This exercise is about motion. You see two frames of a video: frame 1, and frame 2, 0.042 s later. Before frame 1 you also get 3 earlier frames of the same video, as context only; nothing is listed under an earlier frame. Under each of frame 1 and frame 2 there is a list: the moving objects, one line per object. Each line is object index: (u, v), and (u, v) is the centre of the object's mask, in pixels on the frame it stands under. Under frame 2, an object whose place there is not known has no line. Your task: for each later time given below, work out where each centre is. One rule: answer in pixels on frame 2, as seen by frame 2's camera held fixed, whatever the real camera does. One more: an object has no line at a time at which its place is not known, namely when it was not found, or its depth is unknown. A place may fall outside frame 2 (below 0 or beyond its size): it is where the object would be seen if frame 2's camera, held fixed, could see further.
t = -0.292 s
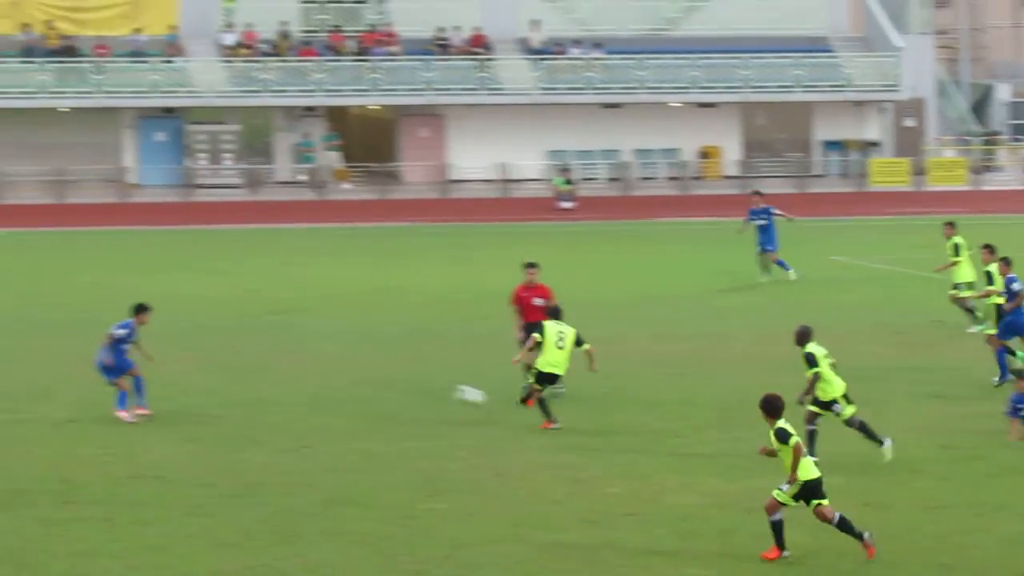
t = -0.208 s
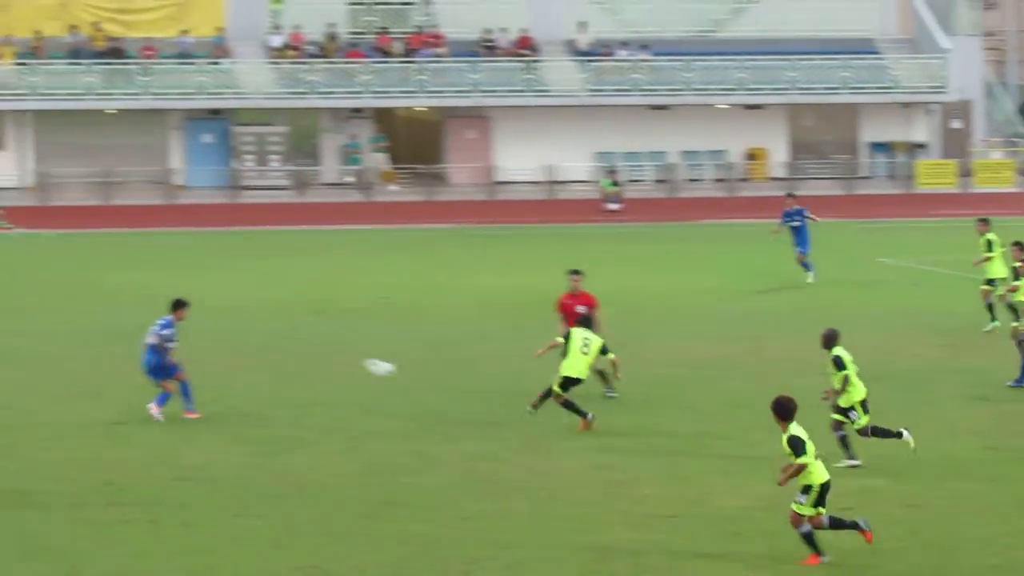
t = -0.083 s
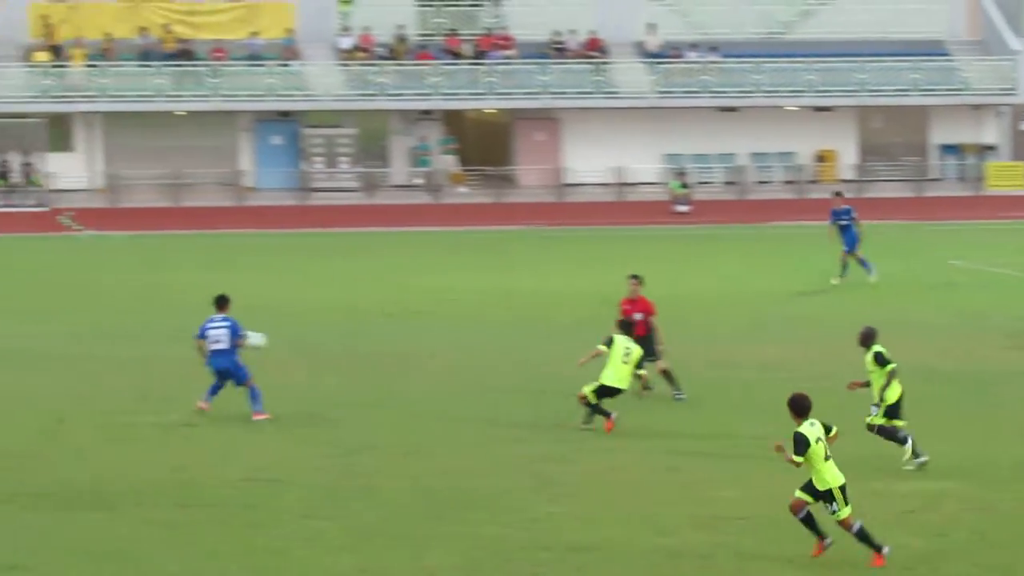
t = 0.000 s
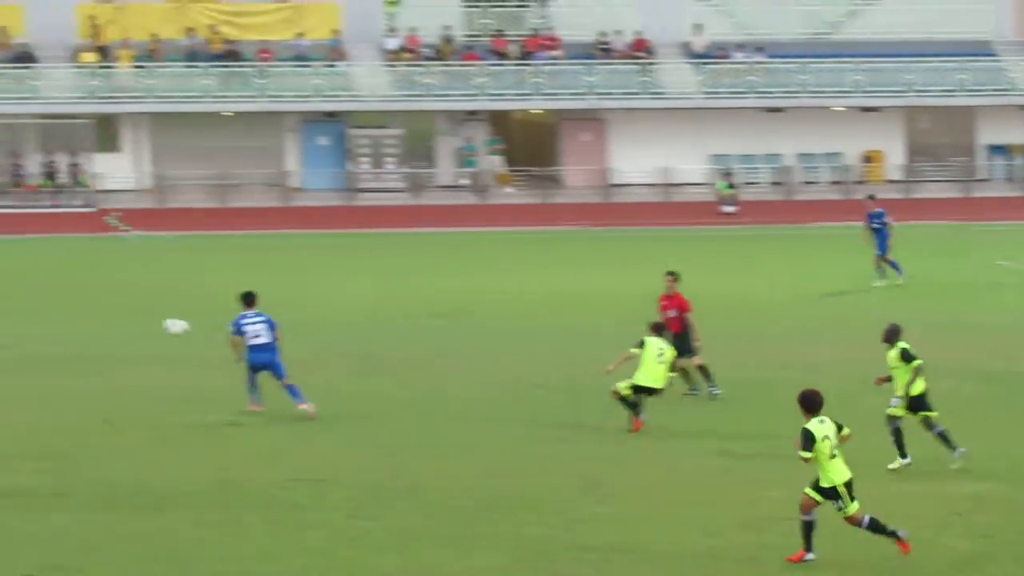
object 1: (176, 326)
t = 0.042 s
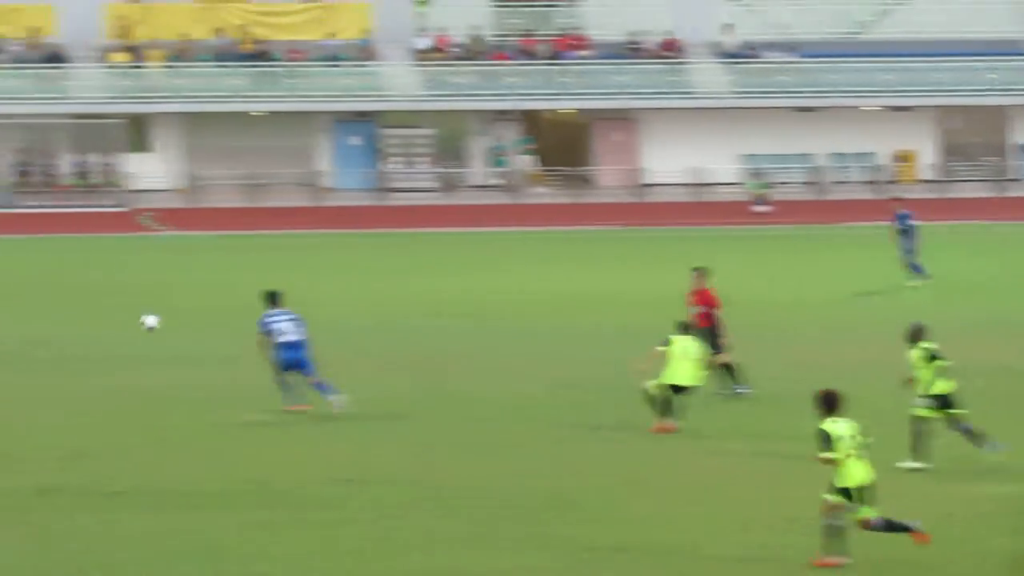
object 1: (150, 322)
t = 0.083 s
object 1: (103, 320)
